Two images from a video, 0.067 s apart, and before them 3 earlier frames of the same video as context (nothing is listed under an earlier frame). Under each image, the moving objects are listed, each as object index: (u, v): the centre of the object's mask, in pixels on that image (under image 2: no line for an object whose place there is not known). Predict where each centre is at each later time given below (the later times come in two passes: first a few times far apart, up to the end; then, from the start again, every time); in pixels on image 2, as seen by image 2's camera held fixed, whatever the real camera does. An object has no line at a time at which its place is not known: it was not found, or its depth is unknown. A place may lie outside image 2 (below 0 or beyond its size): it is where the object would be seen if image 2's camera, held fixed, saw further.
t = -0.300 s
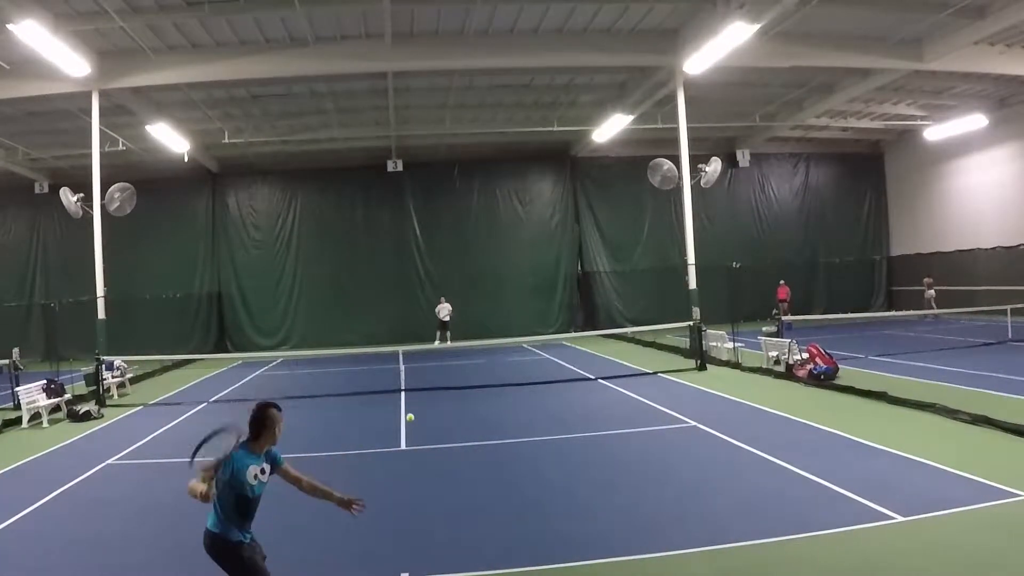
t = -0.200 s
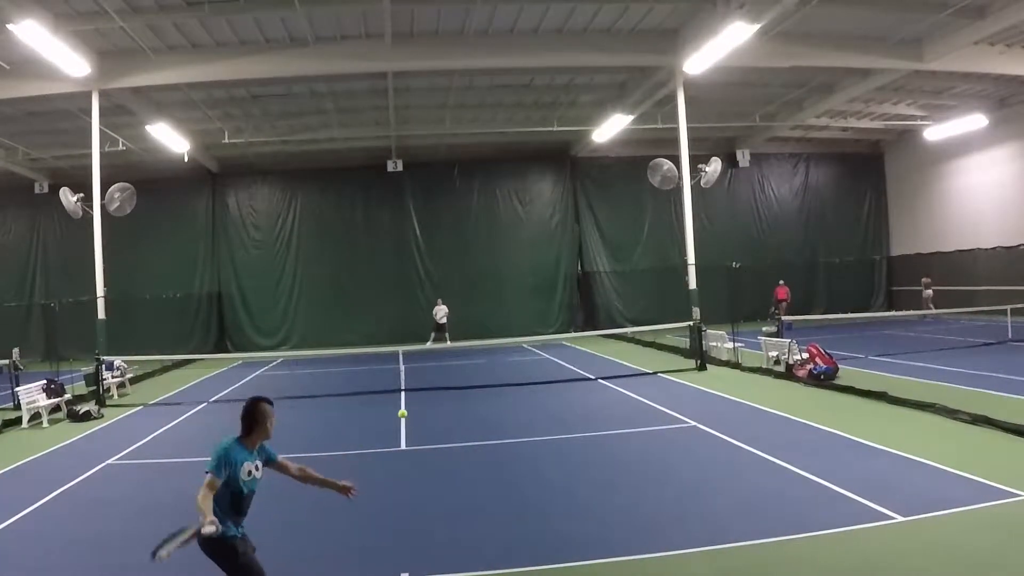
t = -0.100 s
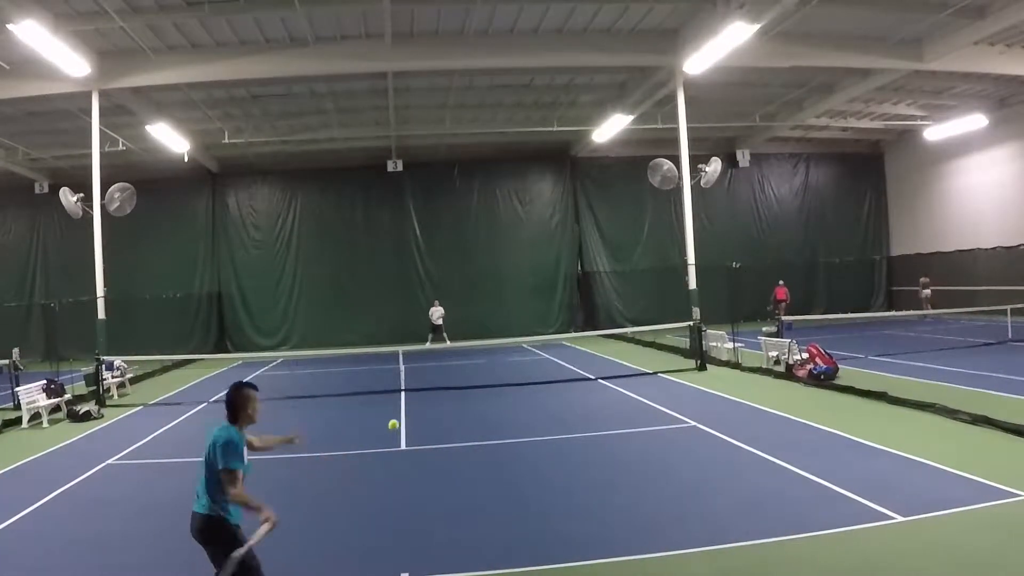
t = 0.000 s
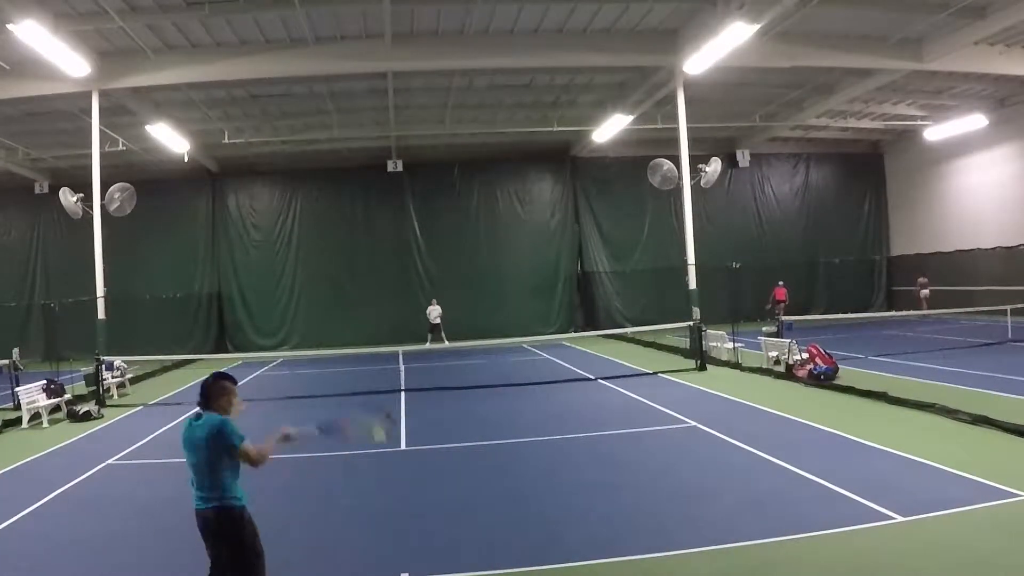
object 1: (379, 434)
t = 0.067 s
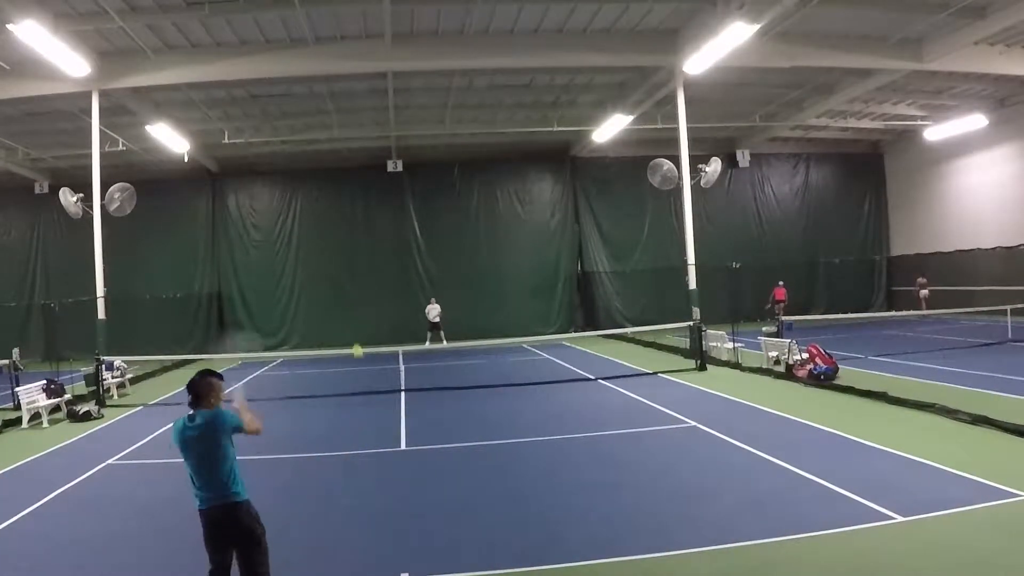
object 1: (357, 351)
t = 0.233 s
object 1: (336, 269)
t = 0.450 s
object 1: (328, 252)
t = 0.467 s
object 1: (328, 253)
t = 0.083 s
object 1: (353, 337)
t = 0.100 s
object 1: (350, 325)
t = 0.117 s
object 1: (348, 314)
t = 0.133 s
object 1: (345, 305)
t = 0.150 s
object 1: (343, 297)
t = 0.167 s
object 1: (341, 290)
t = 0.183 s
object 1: (340, 284)
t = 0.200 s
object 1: (338, 278)
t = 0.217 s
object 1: (337, 274)
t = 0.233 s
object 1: (336, 269)
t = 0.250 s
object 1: (335, 266)
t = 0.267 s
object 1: (334, 263)
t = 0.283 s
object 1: (333, 261)
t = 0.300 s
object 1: (332, 259)
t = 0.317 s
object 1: (332, 257)
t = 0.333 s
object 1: (331, 255)
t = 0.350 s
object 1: (330, 254)
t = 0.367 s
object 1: (330, 253)
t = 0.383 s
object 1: (330, 253)
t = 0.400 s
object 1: (329, 252)
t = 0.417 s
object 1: (329, 252)
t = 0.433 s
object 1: (328, 252)
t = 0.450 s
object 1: (328, 252)
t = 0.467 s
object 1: (328, 253)
